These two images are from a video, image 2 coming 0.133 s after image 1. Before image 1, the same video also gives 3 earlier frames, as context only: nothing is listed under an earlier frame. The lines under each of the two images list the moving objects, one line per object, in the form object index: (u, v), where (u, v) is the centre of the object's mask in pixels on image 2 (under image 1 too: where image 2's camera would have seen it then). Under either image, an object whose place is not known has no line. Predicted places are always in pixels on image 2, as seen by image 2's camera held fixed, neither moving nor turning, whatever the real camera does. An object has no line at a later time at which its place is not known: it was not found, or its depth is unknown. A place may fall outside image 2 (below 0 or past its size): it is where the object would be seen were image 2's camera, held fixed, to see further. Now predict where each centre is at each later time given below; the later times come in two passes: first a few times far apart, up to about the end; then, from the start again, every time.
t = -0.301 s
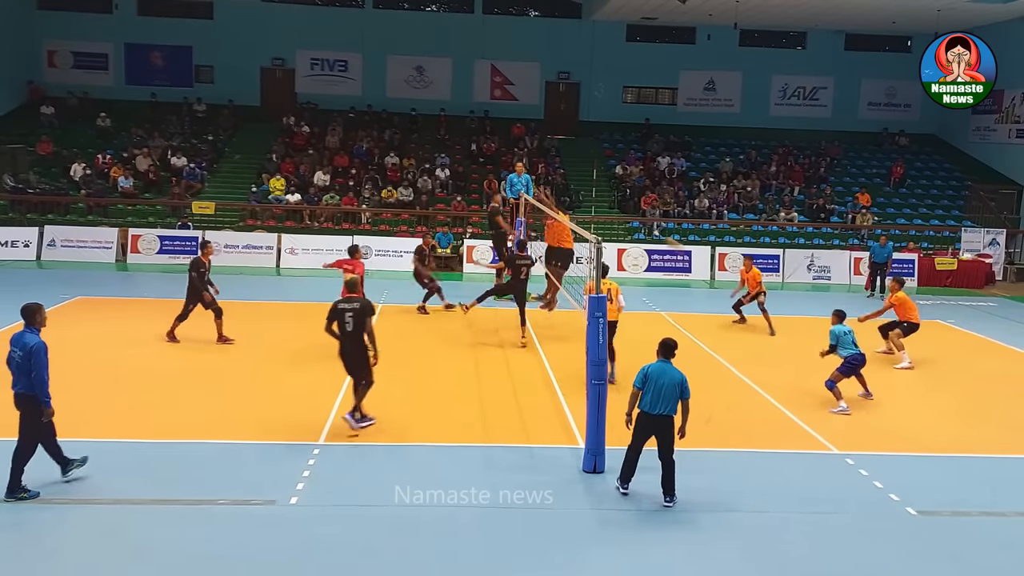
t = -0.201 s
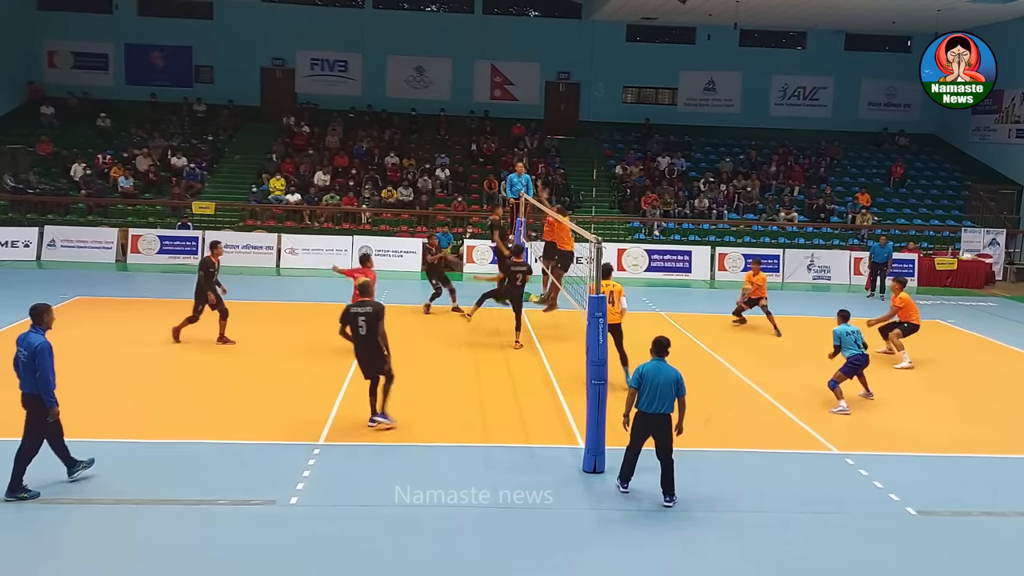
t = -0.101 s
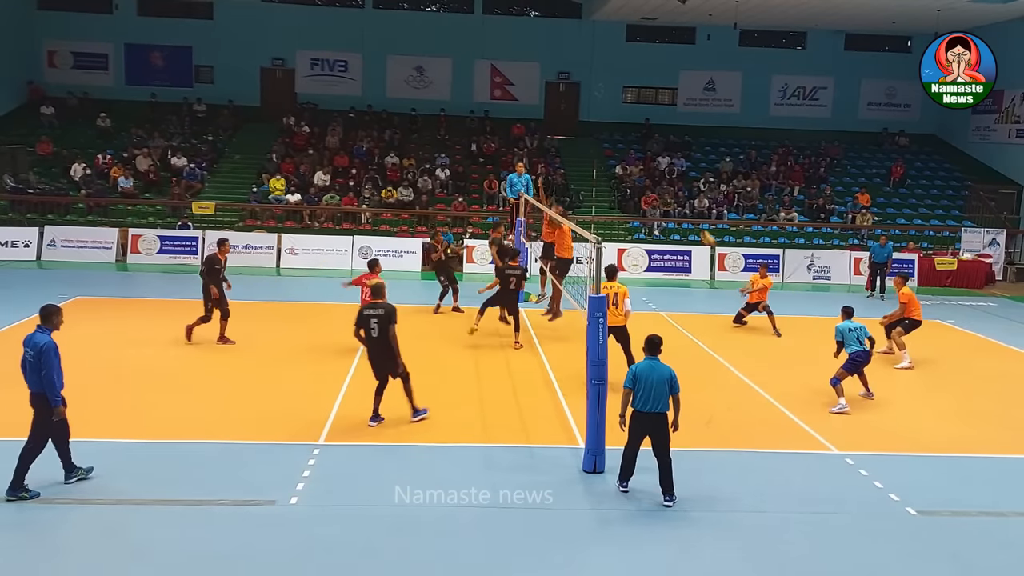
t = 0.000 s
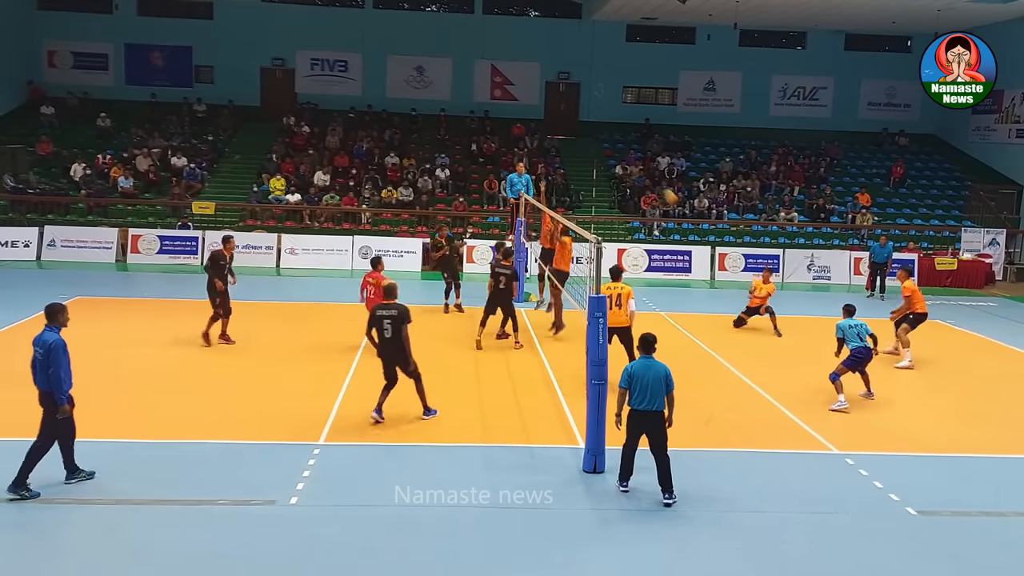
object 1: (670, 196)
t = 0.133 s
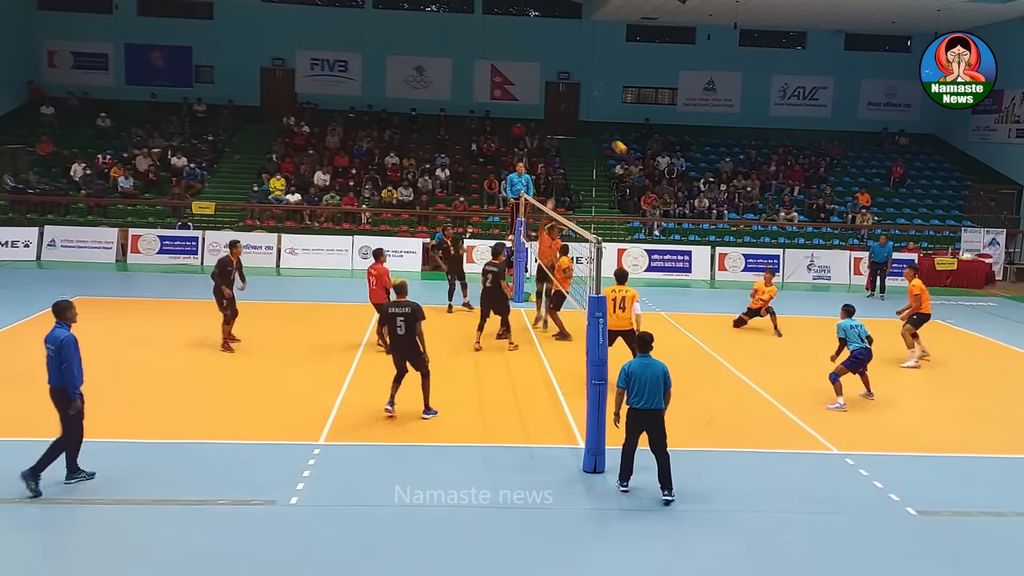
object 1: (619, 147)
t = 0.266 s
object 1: (570, 109)
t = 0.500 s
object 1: (482, 62)
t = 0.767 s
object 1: (387, 44)
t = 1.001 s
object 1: (307, 57)
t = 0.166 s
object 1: (607, 137)
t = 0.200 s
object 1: (595, 128)
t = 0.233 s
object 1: (582, 118)
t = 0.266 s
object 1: (570, 109)
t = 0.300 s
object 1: (557, 100)
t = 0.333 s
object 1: (544, 92)
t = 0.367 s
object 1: (532, 84)
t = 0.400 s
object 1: (520, 78)
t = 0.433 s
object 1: (507, 72)
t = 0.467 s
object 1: (495, 67)
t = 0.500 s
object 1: (482, 62)
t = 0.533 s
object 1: (470, 57)
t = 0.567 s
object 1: (458, 54)
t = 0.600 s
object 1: (446, 50)
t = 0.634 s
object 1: (434, 48)
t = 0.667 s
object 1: (422, 46)
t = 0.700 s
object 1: (410, 45)
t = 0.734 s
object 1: (398, 44)
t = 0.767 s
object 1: (387, 44)
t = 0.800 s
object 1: (375, 44)
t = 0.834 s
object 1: (364, 45)
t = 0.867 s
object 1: (352, 46)
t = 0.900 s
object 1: (341, 49)
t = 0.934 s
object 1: (329, 51)
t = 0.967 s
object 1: (317, 54)
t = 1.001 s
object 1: (307, 57)
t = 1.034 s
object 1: (296, 62)
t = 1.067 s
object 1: (285, 67)
